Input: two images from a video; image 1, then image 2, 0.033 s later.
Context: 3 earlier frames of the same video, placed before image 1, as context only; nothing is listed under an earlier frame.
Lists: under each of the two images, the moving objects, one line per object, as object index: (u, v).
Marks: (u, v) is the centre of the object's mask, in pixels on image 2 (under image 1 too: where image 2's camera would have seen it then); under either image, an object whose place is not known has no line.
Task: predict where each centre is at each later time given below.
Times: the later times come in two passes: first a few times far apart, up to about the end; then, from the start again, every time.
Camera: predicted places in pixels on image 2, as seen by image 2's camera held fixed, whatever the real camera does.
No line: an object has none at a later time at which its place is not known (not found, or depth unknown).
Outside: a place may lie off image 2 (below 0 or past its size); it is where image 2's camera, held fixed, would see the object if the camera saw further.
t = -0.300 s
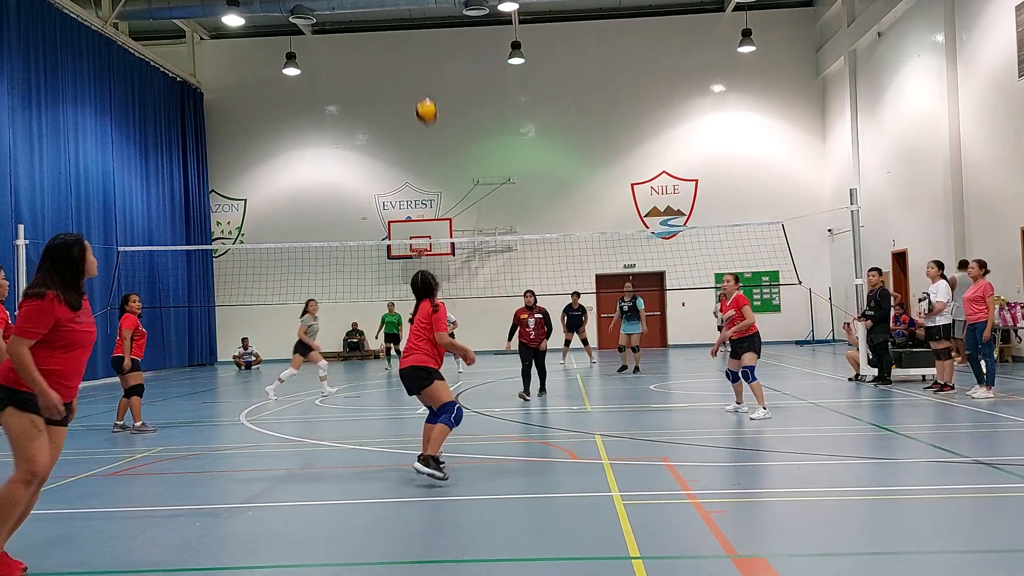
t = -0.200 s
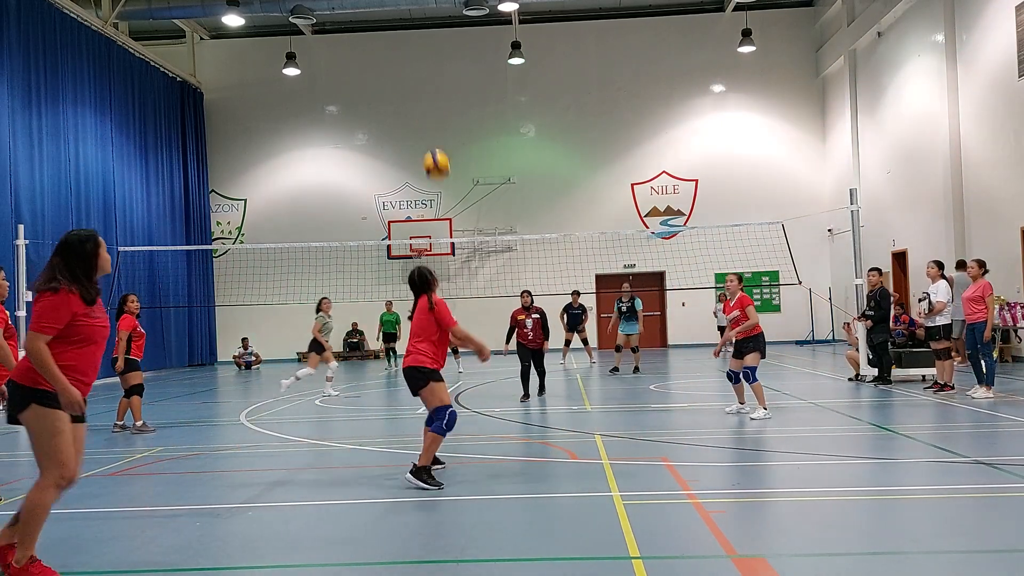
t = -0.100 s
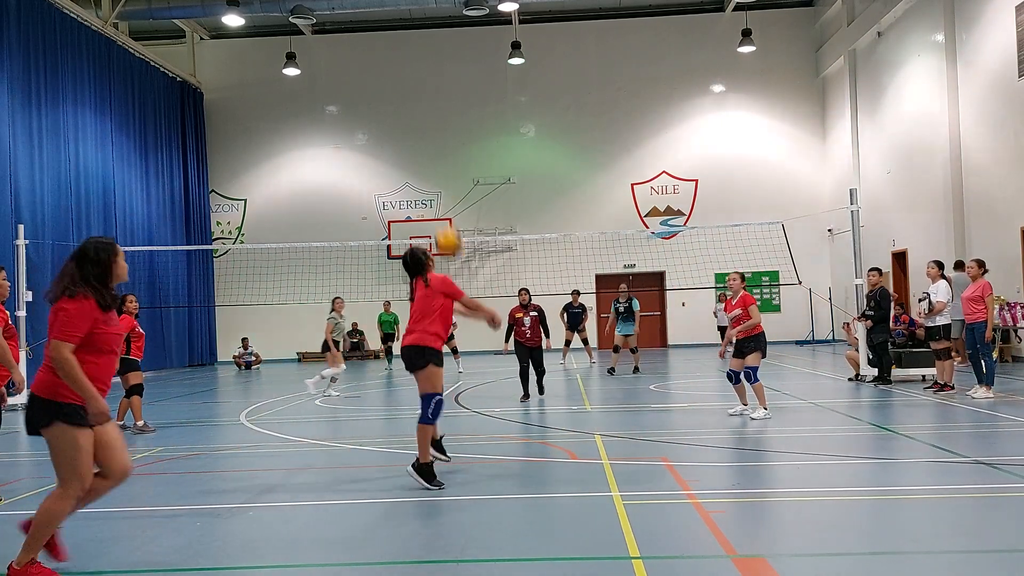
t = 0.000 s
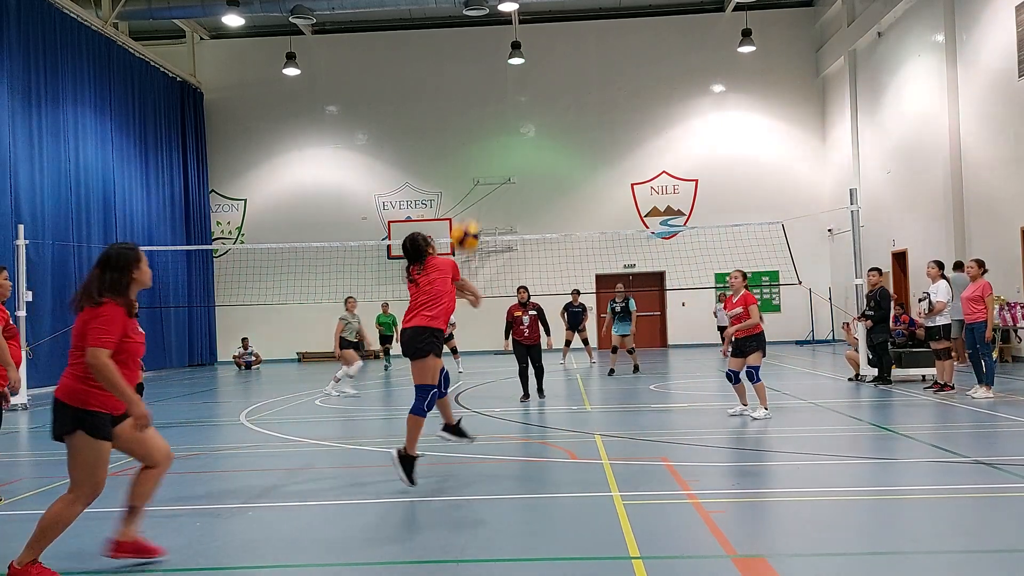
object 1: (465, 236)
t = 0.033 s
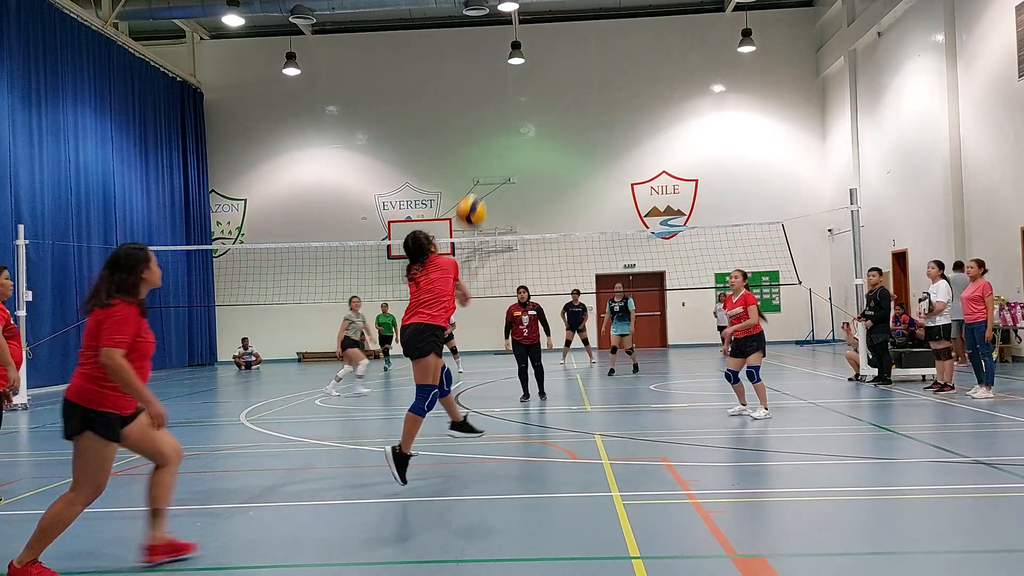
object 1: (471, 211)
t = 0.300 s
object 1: (521, 69)
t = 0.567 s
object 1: (581, 20)
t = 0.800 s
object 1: (641, 67)
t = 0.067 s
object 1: (476, 189)
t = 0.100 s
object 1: (482, 168)
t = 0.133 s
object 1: (488, 147)
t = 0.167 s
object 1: (494, 128)
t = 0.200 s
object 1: (501, 111)
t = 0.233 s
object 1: (508, 96)
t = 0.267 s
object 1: (514, 82)
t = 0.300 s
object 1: (521, 69)
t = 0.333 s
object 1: (529, 57)
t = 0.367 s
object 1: (536, 47)
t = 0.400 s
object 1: (543, 39)
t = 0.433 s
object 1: (550, 32)
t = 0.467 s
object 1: (558, 27)
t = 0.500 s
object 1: (565, 23)
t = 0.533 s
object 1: (573, 21)
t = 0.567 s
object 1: (581, 20)
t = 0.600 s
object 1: (589, 22)
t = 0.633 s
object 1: (597, 25)
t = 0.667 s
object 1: (606, 30)
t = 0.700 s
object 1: (615, 36)
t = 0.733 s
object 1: (623, 44)
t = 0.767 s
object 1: (632, 55)
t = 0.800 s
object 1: (641, 67)
